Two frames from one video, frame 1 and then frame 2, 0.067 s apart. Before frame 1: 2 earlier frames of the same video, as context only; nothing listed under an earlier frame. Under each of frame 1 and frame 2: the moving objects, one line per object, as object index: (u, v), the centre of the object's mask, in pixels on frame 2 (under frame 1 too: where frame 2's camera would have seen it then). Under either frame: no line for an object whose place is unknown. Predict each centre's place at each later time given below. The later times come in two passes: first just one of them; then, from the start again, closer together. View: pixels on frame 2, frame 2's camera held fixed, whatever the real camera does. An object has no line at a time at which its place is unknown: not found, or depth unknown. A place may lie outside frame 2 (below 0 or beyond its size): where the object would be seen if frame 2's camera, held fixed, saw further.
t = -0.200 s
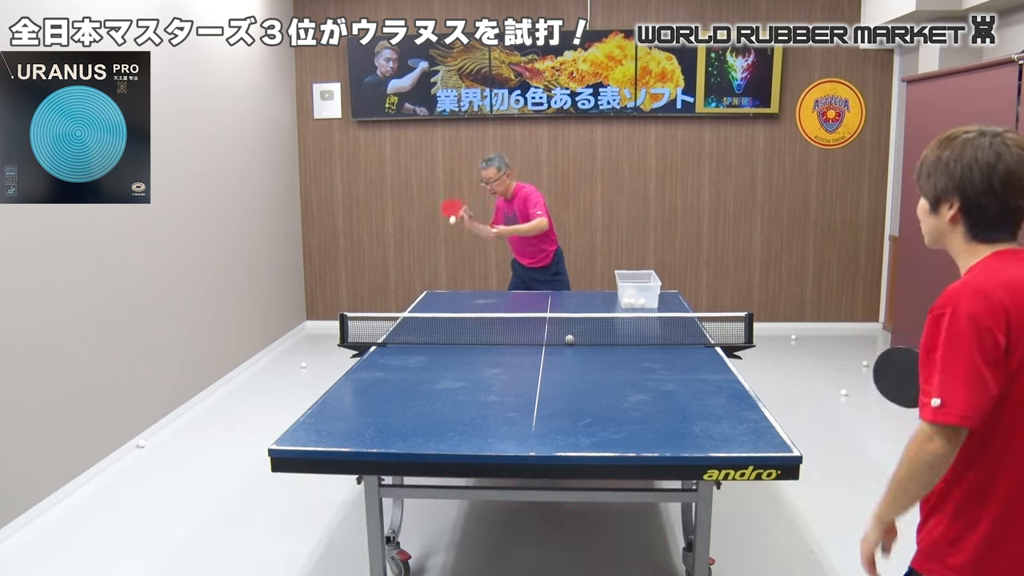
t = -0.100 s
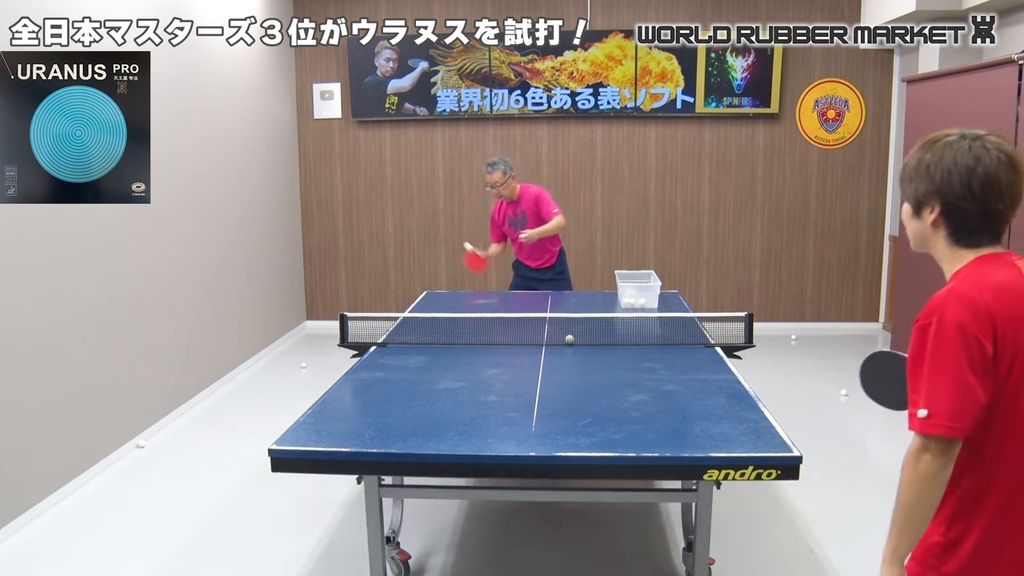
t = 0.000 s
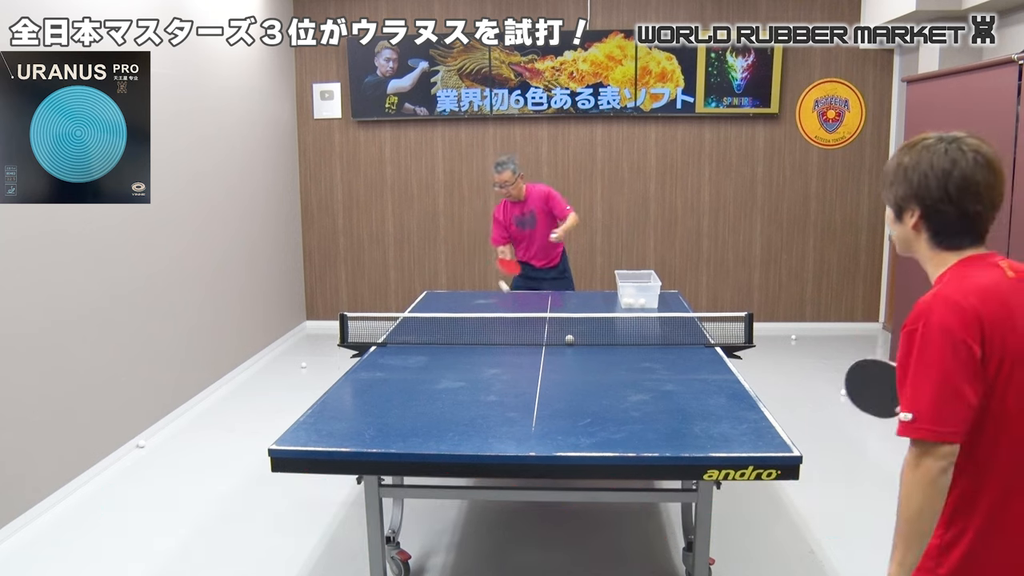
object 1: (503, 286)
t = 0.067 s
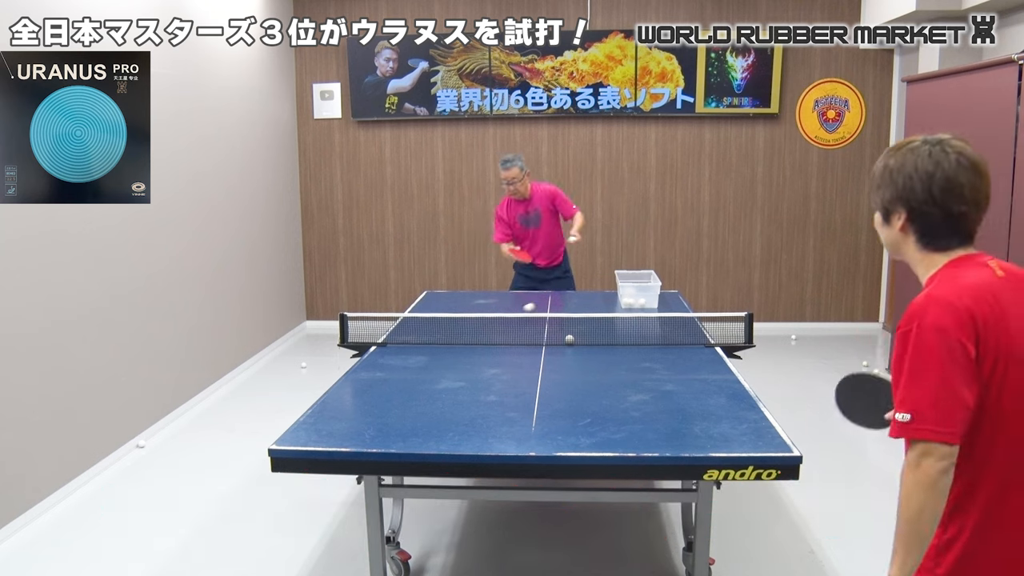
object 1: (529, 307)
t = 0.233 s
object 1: (593, 307)
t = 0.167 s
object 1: (566, 301)
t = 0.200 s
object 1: (579, 302)
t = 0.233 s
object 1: (593, 307)
